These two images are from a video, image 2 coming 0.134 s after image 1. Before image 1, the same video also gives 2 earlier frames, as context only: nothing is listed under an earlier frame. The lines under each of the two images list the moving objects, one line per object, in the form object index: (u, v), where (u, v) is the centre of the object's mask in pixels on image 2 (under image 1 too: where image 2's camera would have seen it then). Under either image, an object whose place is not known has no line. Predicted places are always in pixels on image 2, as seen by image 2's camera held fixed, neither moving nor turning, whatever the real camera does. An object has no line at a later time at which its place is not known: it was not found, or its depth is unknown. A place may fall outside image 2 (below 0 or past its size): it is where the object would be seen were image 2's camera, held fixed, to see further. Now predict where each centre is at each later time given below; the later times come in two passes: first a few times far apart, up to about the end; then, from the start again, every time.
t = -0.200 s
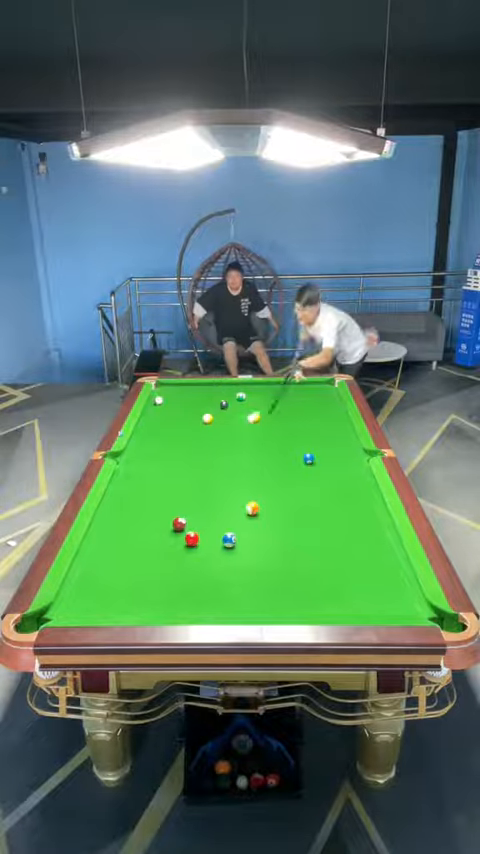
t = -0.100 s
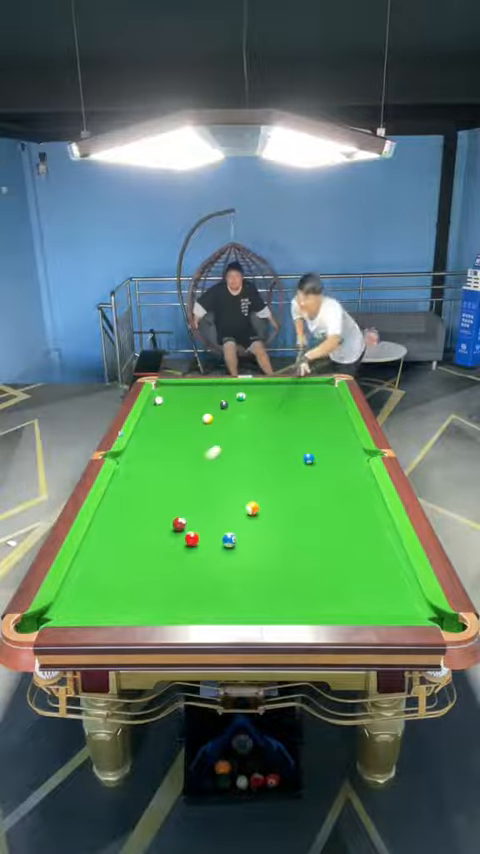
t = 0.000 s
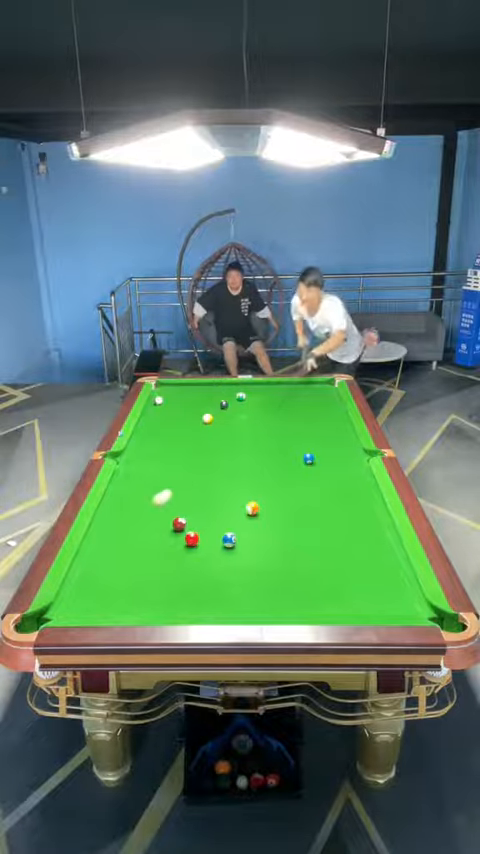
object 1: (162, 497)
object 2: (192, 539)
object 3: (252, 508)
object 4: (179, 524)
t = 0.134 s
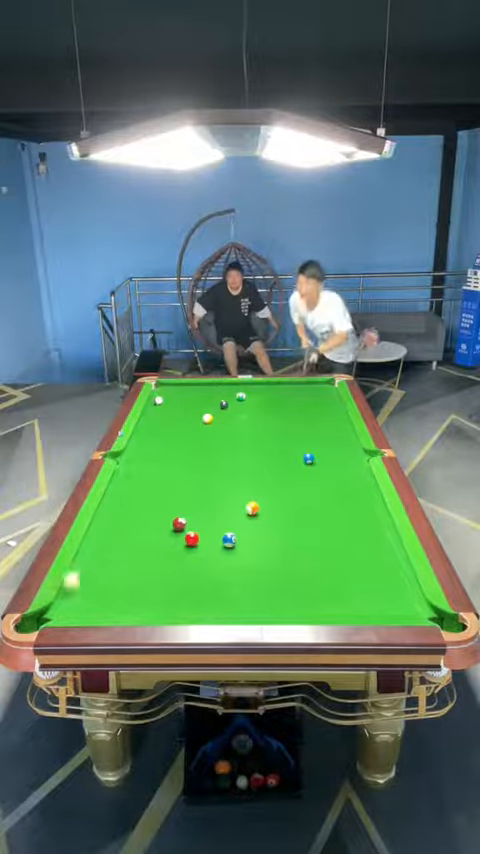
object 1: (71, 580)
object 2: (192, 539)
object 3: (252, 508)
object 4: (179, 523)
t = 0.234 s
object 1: (117, 586)
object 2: (192, 539)
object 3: (252, 508)
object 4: (179, 524)
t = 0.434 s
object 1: (178, 540)
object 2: (234, 517)
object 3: (252, 508)
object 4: (179, 523)
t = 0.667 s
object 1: (187, 528)
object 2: (239, 508)
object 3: (327, 473)
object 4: (178, 519)
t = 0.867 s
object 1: (201, 522)
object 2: (238, 505)
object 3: (373, 453)
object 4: (175, 511)
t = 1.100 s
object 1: (215, 516)
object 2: (237, 502)
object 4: (173, 503)
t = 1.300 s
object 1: (226, 511)
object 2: (236, 500)
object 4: (172, 497)
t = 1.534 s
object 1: (239, 507)
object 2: (234, 496)
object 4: (170, 490)
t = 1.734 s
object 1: (249, 503)
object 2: (234, 496)
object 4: (169, 486)
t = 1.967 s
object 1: (260, 499)
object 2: (233, 494)
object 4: (167, 480)
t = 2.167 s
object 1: (268, 495)
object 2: (233, 494)
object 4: (166, 476)
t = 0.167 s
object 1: (76, 601)
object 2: (192, 539)
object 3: (252, 508)
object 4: (179, 524)
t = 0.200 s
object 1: (93, 602)
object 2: (192, 539)
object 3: (252, 508)
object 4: (179, 524)
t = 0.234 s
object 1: (117, 586)
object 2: (192, 539)
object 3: (252, 508)
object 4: (179, 524)
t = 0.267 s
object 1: (138, 572)
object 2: (192, 539)
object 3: (252, 508)
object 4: (179, 524)
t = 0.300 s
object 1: (157, 559)
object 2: (192, 539)
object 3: (252, 508)
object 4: (179, 524)
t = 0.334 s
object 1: (175, 547)
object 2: (192, 539)
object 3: (252, 508)
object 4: (179, 523)
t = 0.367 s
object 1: (180, 543)
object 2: (203, 532)
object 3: (252, 508)
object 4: (179, 524)
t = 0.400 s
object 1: (178, 542)
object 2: (219, 525)
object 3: (252, 508)
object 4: (179, 524)
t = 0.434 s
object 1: (178, 540)
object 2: (234, 517)
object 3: (252, 508)
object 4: (179, 523)
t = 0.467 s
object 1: (178, 538)
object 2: (241, 512)
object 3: (259, 504)
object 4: (179, 523)
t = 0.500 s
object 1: (178, 536)
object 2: (241, 511)
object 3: (272, 498)
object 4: (179, 522)
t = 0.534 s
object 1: (179, 534)
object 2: (241, 511)
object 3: (284, 493)
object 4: (179, 522)
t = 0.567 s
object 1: (180, 532)
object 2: (240, 510)
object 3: (297, 487)
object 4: (179, 521)
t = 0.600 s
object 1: (181, 531)
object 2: (240, 510)
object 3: (308, 482)
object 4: (179, 520)
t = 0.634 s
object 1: (184, 530)
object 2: (240, 509)
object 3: (318, 479)
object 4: (178, 519)
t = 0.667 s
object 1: (187, 528)
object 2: (239, 508)
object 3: (327, 473)
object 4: (178, 519)
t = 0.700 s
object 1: (189, 527)
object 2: (239, 508)
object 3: (336, 470)
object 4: (178, 518)
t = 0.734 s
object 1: (192, 526)
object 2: (239, 508)
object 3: (344, 466)
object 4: (177, 517)
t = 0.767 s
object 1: (194, 525)
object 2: (239, 507)
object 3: (353, 463)
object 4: (177, 516)
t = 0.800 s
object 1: (196, 524)
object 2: (239, 506)
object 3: (360, 459)
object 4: (176, 514)
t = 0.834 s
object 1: (199, 523)
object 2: (238, 505)
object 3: (367, 455)
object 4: (176, 513)
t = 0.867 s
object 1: (201, 522)
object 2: (238, 505)
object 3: (373, 453)
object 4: (175, 511)
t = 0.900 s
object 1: (203, 521)
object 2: (238, 504)
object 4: (175, 510)
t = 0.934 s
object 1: (205, 520)
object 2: (238, 504)
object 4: (175, 509)
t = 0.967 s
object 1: (207, 520)
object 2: (237, 503)
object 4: (175, 508)
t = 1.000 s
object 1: (209, 519)
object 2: (237, 503)
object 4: (174, 507)
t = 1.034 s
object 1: (211, 518)
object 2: (237, 503)
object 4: (174, 506)
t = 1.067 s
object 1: (213, 517)
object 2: (237, 502)
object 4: (174, 504)
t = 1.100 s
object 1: (215, 516)
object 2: (237, 502)
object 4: (173, 503)
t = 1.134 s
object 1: (217, 515)
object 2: (236, 502)
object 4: (173, 502)
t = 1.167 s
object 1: (218, 514)
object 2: (236, 501)
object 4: (173, 501)
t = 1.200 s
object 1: (220, 514)
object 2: (236, 501)
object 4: (173, 499)
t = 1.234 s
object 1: (222, 513)
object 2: (236, 500)
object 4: (172, 499)
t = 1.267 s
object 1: (224, 512)
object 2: (236, 500)
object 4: (172, 498)
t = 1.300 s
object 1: (226, 511)
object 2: (236, 500)
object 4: (172, 497)
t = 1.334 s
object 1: (228, 510)
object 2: (236, 499)
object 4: (172, 496)
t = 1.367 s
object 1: (230, 510)
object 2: (236, 498)
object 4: (171, 495)
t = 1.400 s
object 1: (231, 509)
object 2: (235, 498)
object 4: (171, 494)
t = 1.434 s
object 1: (233, 509)
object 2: (235, 497)
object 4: (171, 493)
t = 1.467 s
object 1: (235, 508)
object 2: (235, 497)
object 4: (170, 492)
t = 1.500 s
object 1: (237, 508)
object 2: (235, 497)
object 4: (170, 491)
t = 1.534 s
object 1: (239, 507)
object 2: (234, 496)
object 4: (170, 490)
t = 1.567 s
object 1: (241, 506)
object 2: (234, 496)
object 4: (170, 489)
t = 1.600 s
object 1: (243, 505)
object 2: (234, 497)
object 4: (170, 488)
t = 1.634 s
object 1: (243, 505)
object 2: (234, 496)
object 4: (169, 488)
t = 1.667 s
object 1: (246, 504)
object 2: (234, 496)
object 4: (169, 487)
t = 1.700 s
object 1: (247, 503)
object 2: (234, 496)
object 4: (169, 486)
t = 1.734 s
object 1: (249, 503)
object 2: (234, 496)
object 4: (169, 486)
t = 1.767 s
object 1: (251, 502)
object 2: (234, 496)
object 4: (169, 484)
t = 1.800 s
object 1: (252, 501)
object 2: (234, 495)
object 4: (168, 484)
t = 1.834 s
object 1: (254, 501)
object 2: (234, 495)
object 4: (168, 483)
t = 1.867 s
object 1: (256, 500)
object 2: (233, 495)
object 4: (168, 482)
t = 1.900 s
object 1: (257, 500)
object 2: (233, 495)
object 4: (168, 481)
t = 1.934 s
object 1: (258, 499)
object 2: (233, 494)
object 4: (167, 481)
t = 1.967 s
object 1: (260, 499)
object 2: (233, 494)
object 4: (167, 480)
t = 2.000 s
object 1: (261, 498)
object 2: (233, 494)
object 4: (167, 480)
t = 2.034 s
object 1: (262, 497)
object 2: (233, 494)
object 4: (166, 479)
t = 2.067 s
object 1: (264, 497)
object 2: (233, 494)
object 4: (166, 478)
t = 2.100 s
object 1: (265, 496)
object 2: (233, 494)
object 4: (166, 477)
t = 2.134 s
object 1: (267, 496)
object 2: (233, 494)
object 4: (166, 477)
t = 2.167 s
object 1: (268, 495)
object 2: (233, 494)
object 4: (166, 476)
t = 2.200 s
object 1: (269, 495)
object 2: (233, 494)
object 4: (165, 476)
